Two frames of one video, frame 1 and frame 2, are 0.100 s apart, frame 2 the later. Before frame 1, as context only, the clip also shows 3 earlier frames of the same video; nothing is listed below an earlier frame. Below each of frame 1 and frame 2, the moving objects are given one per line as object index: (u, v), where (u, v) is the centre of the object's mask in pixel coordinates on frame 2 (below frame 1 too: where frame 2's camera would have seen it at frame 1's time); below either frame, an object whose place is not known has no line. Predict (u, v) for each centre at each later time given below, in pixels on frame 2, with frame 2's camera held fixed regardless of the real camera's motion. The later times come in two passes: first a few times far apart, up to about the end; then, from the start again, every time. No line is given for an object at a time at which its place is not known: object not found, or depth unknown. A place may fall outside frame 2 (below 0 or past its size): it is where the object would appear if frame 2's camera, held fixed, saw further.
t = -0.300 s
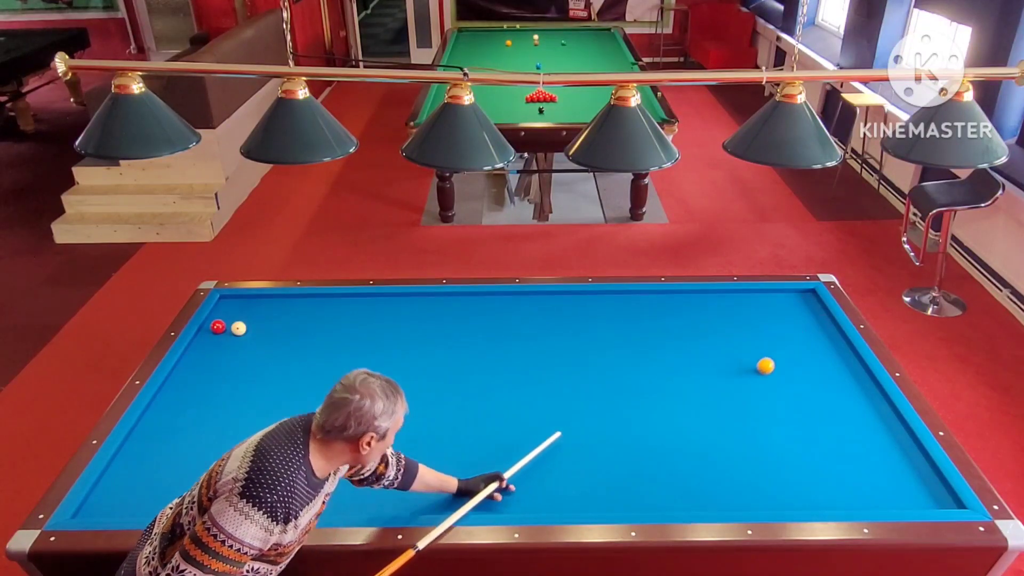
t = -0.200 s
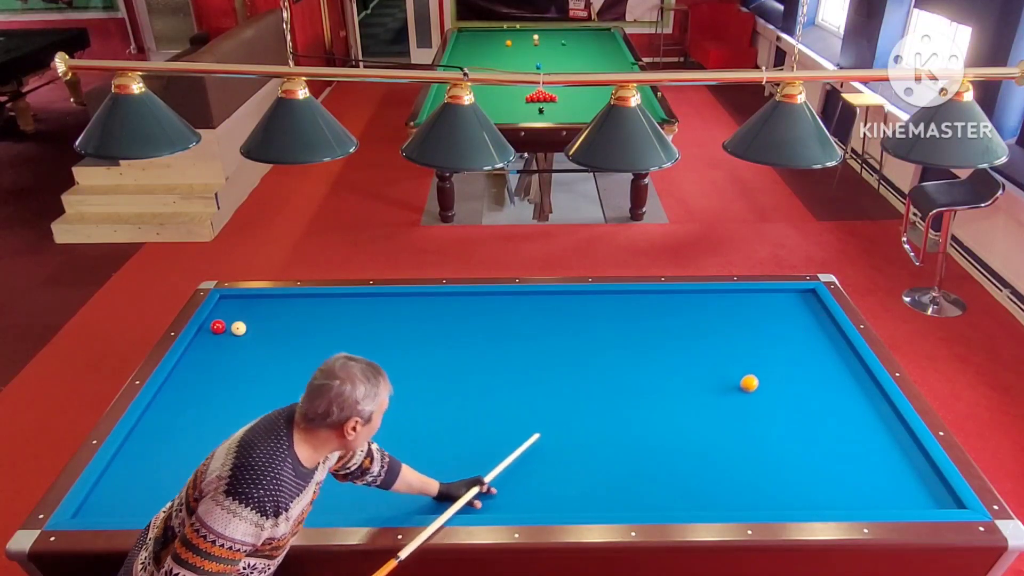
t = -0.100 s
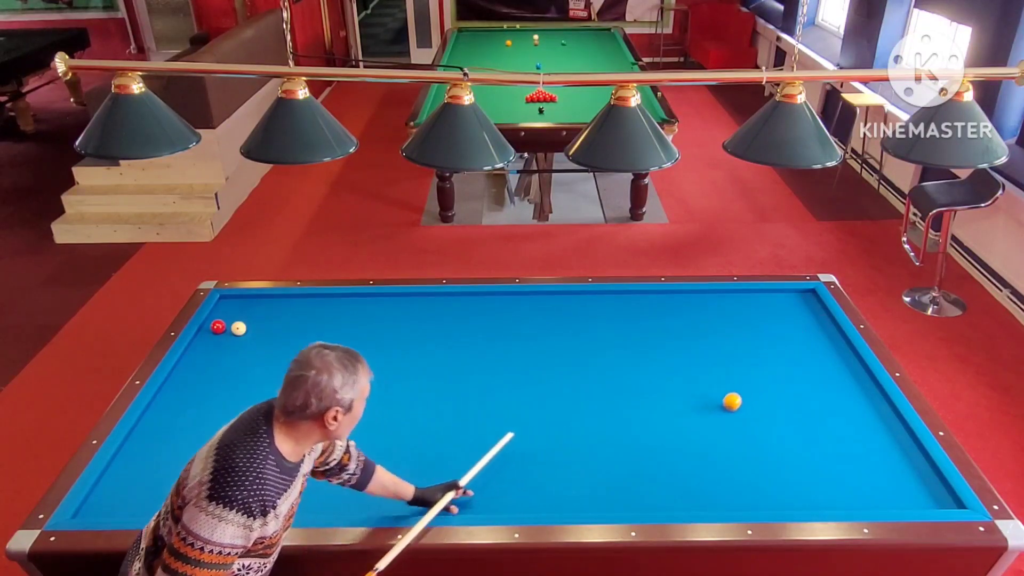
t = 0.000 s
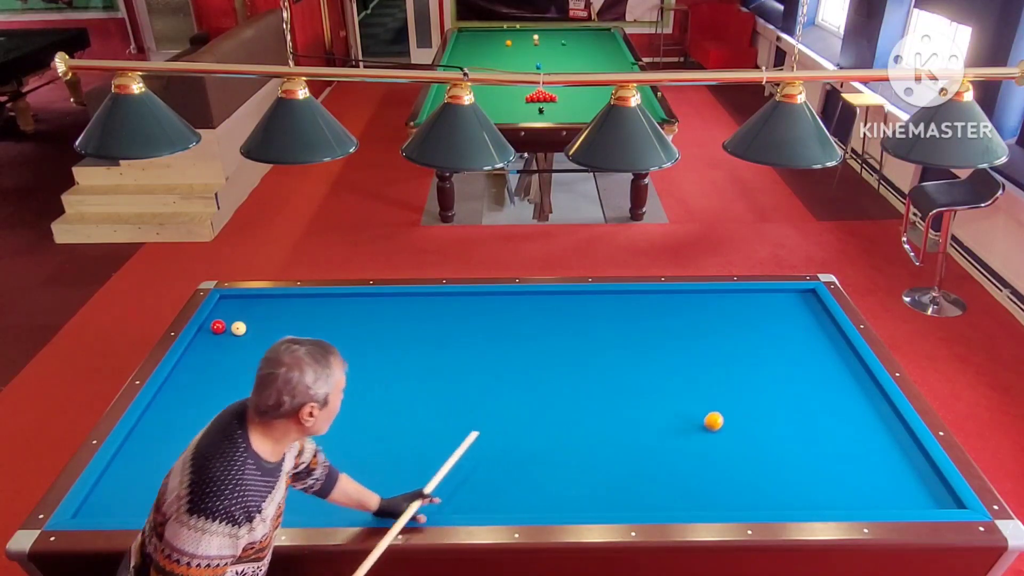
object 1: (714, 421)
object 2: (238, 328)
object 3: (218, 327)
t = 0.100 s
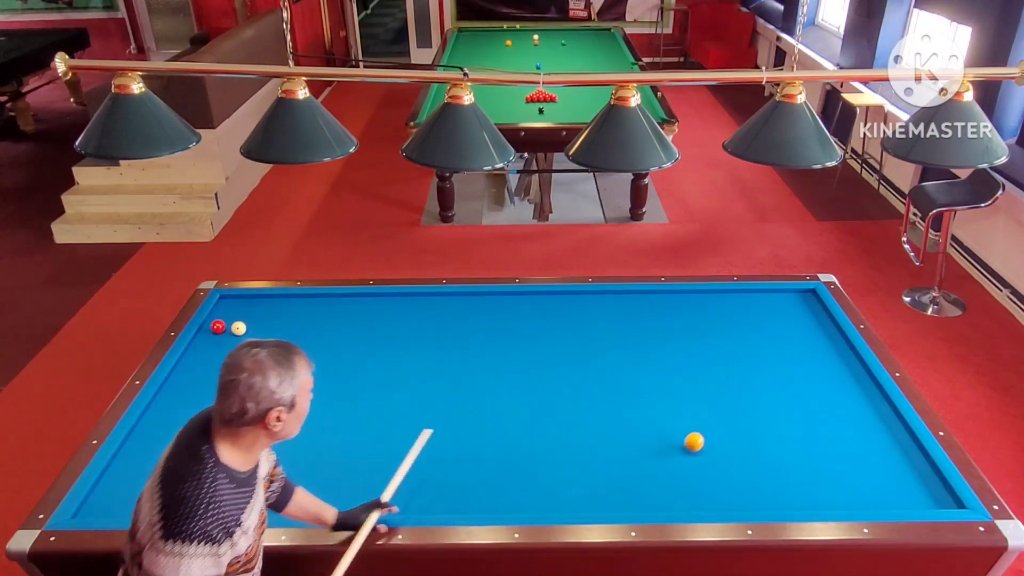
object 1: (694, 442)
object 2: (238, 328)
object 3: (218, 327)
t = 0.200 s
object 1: (673, 464)
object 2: (239, 328)
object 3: (218, 327)
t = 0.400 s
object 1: (624, 503)
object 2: (238, 328)
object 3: (218, 327)
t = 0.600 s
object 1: (560, 472)
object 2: (239, 328)
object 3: (218, 327)
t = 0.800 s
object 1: (503, 448)
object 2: (239, 328)
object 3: (218, 327)
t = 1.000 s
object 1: (450, 427)
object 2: (239, 328)
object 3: (218, 327)
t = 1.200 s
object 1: (402, 407)
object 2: (239, 328)
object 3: (218, 327)
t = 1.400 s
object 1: (358, 388)
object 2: (239, 328)
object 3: (218, 327)
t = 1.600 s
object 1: (317, 371)
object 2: (238, 328)
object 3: (218, 327)
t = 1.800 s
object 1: (279, 355)
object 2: (238, 328)
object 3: (218, 327)
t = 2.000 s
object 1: (244, 340)
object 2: (238, 328)
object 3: (218, 327)
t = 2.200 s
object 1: (207, 334)
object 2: (241, 322)
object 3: (218, 325)
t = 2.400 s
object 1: (224, 329)
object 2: (244, 315)
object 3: (219, 320)
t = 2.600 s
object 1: (247, 324)
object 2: (247, 308)
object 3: (221, 318)
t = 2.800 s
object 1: (269, 319)
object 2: (250, 301)
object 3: (222, 314)
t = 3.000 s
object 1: (290, 314)
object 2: (249, 299)
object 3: (223, 311)
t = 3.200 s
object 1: (311, 310)
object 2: (245, 303)
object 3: (224, 308)
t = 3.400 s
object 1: (330, 305)
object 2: (241, 307)
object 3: (224, 305)
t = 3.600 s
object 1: (349, 301)
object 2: (237, 310)
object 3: (225, 303)
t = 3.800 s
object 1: (367, 297)
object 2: (233, 313)
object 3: (226, 300)
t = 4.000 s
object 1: (381, 297)
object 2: (230, 316)
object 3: (226, 298)
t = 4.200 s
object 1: (394, 299)
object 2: (227, 319)
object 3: (225, 300)
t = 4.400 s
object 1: (406, 301)
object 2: (223, 322)
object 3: (224, 300)
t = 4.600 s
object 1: (418, 303)
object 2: (220, 325)
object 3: (222, 301)
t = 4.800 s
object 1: (430, 305)
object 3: (222, 302)
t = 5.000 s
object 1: (442, 307)
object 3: (222, 302)
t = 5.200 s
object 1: (453, 308)
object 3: (222, 302)
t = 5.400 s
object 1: (464, 310)
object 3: (221, 302)
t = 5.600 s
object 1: (475, 312)
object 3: (222, 302)
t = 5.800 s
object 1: (486, 314)
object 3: (221, 302)
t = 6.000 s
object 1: (496, 315)
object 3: (221, 302)
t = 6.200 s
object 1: (506, 317)
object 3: (222, 302)
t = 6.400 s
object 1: (516, 318)
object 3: (221, 303)
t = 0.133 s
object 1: (687, 449)
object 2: (238, 328)
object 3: (218, 327)
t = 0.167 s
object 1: (680, 457)
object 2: (238, 328)
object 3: (218, 327)
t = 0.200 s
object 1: (673, 464)
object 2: (239, 328)
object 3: (218, 327)
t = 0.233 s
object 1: (665, 472)
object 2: (239, 328)
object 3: (218, 327)
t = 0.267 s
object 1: (658, 480)
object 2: (239, 328)
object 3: (218, 327)
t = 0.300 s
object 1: (650, 489)
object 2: (238, 328)
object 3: (218, 327)
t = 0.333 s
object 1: (642, 497)
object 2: (238, 328)
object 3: (218, 327)
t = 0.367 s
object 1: (634, 504)
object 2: (238, 328)
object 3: (218, 327)
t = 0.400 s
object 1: (624, 503)
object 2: (238, 328)
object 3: (218, 327)
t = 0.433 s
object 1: (612, 497)
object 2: (239, 328)
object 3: (218, 327)
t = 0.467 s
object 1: (601, 491)
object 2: (239, 328)
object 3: (218, 327)
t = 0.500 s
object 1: (590, 486)
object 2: (239, 328)
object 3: (218, 327)
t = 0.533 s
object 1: (580, 481)
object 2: (239, 328)
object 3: (218, 327)
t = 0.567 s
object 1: (570, 476)
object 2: (239, 328)
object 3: (218, 327)
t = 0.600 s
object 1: (560, 472)
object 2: (239, 328)
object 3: (218, 327)
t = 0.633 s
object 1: (550, 468)
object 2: (239, 328)
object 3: (218, 327)
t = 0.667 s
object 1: (540, 464)
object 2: (239, 328)
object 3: (218, 327)
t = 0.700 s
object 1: (530, 460)
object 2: (239, 328)
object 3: (218, 327)
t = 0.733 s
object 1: (521, 456)
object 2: (239, 328)
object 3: (218, 327)
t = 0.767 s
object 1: (511, 452)
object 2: (239, 328)
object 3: (218, 327)
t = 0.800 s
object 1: (503, 448)
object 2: (239, 328)
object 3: (218, 327)
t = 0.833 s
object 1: (493, 445)
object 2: (239, 328)
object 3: (218, 327)
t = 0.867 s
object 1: (484, 441)
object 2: (239, 328)
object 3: (218, 327)
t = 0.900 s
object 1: (475, 437)
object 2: (239, 328)
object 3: (218, 327)
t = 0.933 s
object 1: (467, 434)
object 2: (239, 328)
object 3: (218, 327)
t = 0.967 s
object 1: (458, 430)
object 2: (239, 328)
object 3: (218, 327)
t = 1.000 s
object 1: (450, 427)
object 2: (239, 328)
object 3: (218, 327)
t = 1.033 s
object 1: (442, 423)
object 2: (239, 328)
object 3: (218, 327)
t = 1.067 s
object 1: (433, 420)
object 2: (239, 328)
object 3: (218, 327)
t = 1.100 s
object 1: (425, 416)
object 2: (239, 328)
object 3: (218, 327)
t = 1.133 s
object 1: (417, 413)
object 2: (239, 328)
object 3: (218, 327)
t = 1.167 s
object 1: (409, 410)
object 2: (239, 328)
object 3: (218, 327)
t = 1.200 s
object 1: (402, 407)
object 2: (239, 328)
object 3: (218, 327)
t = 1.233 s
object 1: (394, 403)
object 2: (239, 328)
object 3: (218, 327)
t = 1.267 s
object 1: (386, 400)
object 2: (239, 328)
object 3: (218, 327)
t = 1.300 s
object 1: (379, 397)
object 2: (238, 328)
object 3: (218, 327)
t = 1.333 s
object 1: (372, 394)
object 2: (238, 328)
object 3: (218, 327)
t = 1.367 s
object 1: (365, 391)
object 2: (238, 328)
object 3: (218, 327)
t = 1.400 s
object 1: (358, 388)
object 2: (239, 328)
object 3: (218, 327)
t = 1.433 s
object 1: (350, 385)
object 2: (239, 328)
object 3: (218, 327)
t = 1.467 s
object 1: (343, 382)
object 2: (238, 328)
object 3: (218, 327)
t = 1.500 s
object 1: (336, 379)
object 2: (238, 328)
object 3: (218, 327)
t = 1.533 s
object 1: (330, 376)
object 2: (238, 328)
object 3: (218, 327)
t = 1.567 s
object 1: (323, 374)
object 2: (238, 328)
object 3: (218, 327)
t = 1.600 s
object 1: (317, 371)
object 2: (238, 328)
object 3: (218, 327)
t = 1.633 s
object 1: (310, 368)
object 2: (238, 328)
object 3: (218, 327)
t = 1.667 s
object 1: (303, 365)
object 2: (238, 328)
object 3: (218, 327)
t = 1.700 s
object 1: (297, 363)
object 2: (238, 328)
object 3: (218, 327)
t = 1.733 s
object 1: (291, 360)
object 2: (238, 328)
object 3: (218, 327)
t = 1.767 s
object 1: (285, 357)
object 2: (238, 328)
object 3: (218, 327)
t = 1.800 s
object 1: (279, 355)
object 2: (238, 328)
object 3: (218, 327)
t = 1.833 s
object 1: (272, 352)
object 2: (238, 328)
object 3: (218, 327)
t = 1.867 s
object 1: (266, 350)
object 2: (238, 328)
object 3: (218, 327)
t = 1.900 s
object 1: (261, 347)
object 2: (238, 328)
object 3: (218, 327)
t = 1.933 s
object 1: (255, 345)
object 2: (238, 328)
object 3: (218, 327)
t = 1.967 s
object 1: (249, 343)
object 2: (238, 328)
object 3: (218, 327)
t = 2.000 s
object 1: (244, 340)
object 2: (238, 328)
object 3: (218, 327)
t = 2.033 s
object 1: (238, 338)
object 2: (238, 327)
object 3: (218, 327)
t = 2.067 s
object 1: (232, 336)
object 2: (239, 327)
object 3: (218, 327)
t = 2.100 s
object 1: (226, 335)
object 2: (239, 326)
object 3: (217, 326)
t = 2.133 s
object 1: (220, 335)
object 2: (240, 325)
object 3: (217, 325)
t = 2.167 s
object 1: (213, 334)
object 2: (240, 324)
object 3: (219, 325)
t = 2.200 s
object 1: (207, 334)
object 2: (241, 322)
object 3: (218, 325)
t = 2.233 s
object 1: (201, 334)
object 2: (242, 321)
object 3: (218, 325)
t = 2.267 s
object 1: (205, 333)
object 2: (242, 320)
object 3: (219, 324)
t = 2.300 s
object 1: (210, 332)
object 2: (243, 318)
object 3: (219, 323)
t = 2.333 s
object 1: (216, 331)
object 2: (243, 317)
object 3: (220, 321)
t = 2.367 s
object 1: (220, 330)
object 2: (244, 316)
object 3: (219, 320)
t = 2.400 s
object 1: (224, 329)
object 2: (244, 315)
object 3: (219, 320)
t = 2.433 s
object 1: (228, 328)
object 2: (245, 314)
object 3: (219, 320)
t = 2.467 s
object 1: (232, 327)
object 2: (245, 312)
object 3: (220, 320)
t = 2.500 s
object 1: (236, 327)
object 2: (246, 311)
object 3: (220, 320)
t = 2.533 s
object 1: (239, 326)
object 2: (246, 310)
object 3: (220, 319)
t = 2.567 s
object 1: (243, 325)
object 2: (247, 309)
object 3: (221, 319)
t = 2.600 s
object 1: (247, 324)
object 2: (247, 308)
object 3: (221, 318)
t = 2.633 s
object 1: (251, 323)
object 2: (248, 306)
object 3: (221, 318)
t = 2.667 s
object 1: (254, 322)
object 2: (248, 305)
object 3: (221, 317)
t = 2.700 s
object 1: (258, 321)
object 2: (248, 304)
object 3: (221, 316)
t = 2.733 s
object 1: (262, 321)
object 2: (249, 303)
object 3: (221, 316)
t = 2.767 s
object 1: (265, 320)
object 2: (249, 302)
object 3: (222, 315)
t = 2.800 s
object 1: (269, 319)
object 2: (250, 301)
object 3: (222, 314)
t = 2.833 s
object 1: (273, 318)
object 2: (250, 300)
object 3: (222, 314)
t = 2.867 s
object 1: (276, 317)
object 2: (251, 299)
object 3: (222, 313)
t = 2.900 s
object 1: (280, 317)
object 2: (251, 298)
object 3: (222, 313)
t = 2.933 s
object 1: (283, 316)
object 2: (251, 298)
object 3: (222, 312)
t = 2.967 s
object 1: (287, 315)
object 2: (250, 299)
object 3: (222, 312)
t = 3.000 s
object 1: (290, 314)
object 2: (249, 299)
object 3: (223, 311)
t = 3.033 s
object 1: (294, 314)
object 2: (248, 300)
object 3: (223, 311)
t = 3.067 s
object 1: (297, 313)
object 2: (248, 301)
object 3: (223, 310)
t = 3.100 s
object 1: (301, 312)
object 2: (247, 301)
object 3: (223, 310)
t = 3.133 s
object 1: (304, 311)
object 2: (246, 302)
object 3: (223, 309)
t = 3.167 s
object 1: (307, 310)
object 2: (246, 302)
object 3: (224, 309)
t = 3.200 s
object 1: (311, 310)
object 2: (245, 303)
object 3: (224, 308)
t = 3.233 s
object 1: (314, 309)
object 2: (244, 304)
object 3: (224, 308)
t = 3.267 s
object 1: (317, 308)
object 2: (244, 304)
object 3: (224, 307)
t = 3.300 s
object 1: (321, 308)
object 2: (243, 305)
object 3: (224, 307)
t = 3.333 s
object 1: (323, 307)
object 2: (242, 305)
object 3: (224, 306)
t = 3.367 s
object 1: (327, 306)
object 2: (242, 306)
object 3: (224, 306)
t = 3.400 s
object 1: (330, 305)
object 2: (241, 307)
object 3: (224, 305)
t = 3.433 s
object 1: (333, 305)
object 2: (240, 307)
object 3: (224, 305)
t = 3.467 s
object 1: (336, 304)
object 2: (240, 308)
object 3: (225, 305)
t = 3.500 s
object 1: (340, 303)
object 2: (239, 308)
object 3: (225, 304)
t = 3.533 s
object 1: (343, 303)
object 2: (239, 309)
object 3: (225, 304)
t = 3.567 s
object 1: (346, 302)
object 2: (238, 309)
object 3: (225, 303)
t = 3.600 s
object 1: (349, 301)
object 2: (237, 310)
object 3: (225, 303)
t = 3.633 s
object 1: (352, 301)
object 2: (237, 311)
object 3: (225, 302)
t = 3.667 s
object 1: (355, 300)
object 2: (236, 311)
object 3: (225, 302)
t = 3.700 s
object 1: (358, 299)
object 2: (235, 312)
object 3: (226, 301)
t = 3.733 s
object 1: (361, 299)
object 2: (235, 312)
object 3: (226, 301)
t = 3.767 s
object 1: (364, 298)
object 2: (234, 313)
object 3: (226, 301)
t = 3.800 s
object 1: (367, 297)
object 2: (233, 313)
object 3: (226, 300)
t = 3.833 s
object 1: (370, 297)
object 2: (233, 314)
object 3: (226, 300)
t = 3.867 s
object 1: (373, 296)
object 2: (232, 314)
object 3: (226, 300)
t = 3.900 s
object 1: (375, 296)
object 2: (232, 315)
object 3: (226, 299)
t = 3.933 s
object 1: (377, 297)
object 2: (231, 315)
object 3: (226, 299)
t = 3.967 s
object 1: (379, 297)
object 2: (230, 316)
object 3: (226, 299)
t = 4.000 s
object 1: (381, 297)
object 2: (230, 316)
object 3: (226, 298)
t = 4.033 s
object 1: (383, 298)
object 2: (229, 317)
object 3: (226, 298)
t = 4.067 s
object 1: (385, 298)
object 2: (229, 317)
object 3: (226, 299)
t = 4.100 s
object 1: (387, 298)
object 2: (228, 318)
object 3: (226, 299)
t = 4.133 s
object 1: (389, 299)
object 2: (228, 318)
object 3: (225, 299)
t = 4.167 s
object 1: (392, 299)
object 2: (227, 319)
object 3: (225, 299)
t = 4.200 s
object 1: (394, 299)
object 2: (227, 319)
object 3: (225, 300)
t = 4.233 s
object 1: (396, 300)
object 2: (226, 320)
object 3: (225, 300)
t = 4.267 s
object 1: (398, 300)
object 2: (226, 320)
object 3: (224, 300)
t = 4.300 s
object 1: (400, 300)
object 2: (225, 321)
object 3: (224, 300)
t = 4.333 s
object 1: (402, 301)
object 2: (224, 321)
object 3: (224, 300)
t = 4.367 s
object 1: (404, 301)
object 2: (224, 322)
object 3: (224, 300)
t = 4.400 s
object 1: (406, 301)
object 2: (223, 322)
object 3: (224, 300)
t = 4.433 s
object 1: (408, 301)
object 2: (223, 322)
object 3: (224, 301)
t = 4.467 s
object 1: (410, 302)
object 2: (222, 323)
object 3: (223, 301)
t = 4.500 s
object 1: (412, 302)
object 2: (222, 323)
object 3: (223, 301)
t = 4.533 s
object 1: (414, 302)
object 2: (221, 324)
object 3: (223, 301)
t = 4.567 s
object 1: (416, 303)
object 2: (221, 324)
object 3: (223, 301)
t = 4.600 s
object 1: (418, 303)
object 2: (220, 325)
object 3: (222, 301)
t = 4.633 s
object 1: (420, 303)
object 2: (220, 325)
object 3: (222, 301)
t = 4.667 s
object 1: (422, 304)
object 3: (222, 301)
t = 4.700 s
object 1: (424, 304)
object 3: (222, 302)
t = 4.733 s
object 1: (426, 304)
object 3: (222, 302)
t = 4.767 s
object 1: (428, 305)
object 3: (222, 302)
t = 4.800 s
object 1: (430, 305)
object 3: (222, 302)
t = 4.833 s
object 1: (432, 305)
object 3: (222, 302)
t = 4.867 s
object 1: (434, 305)
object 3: (222, 302)
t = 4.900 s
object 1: (436, 306)
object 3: (222, 302)
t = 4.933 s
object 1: (438, 306)
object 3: (222, 302)
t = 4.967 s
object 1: (440, 306)
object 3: (222, 302)
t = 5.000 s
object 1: (442, 307)
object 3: (222, 302)
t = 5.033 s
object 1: (444, 307)
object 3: (222, 302)
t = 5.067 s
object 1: (446, 307)
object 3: (222, 302)
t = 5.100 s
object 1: (448, 307)
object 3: (222, 302)
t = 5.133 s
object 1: (449, 308)
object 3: (222, 302)
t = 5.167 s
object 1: (451, 308)
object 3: (222, 302)
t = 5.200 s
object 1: (453, 308)
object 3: (222, 302)
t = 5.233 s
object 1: (455, 309)
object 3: (222, 302)
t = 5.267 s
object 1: (457, 309)
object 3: (222, 302)
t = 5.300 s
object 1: (459, 309)
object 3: (222, 302)
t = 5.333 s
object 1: (461, 310)
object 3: (221, 302)
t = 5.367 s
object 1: (462, 310)
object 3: (221, 302)
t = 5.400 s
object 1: (464, 310)
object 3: (221, 302)
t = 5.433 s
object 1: (466, 310)
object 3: (221, 302)
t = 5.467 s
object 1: (468, 311)
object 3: (221, 302)
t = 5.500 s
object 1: (470, 311)
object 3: (221, 302)
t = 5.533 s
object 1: (472, 311)
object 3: (221, 302)
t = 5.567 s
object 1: (473, 312)
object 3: (221, 302)
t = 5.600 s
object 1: (475, 312)
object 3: (222, 302)
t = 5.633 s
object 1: (477, 312)
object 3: (221, 302)
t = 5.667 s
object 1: (479, 312)
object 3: (222, 302)
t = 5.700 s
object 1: (481, 313)
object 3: (221, 302)
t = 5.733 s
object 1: (482, 313)
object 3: (221, 302)
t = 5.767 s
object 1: (484, 313)
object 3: (221, 302)
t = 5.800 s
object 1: (486, 314)
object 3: (221, 302)
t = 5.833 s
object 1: (487, 314)
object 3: (221, 302)
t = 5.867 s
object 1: (489, 314)
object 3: (222, 302)
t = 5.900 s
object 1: (491, 314)
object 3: (222, 302)
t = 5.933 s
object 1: (493, 315)
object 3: (222, 302)
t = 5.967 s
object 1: (494, 315)
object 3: (222, 302)
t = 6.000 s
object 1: (496, 315)
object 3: (221, 302)
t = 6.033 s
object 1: (498, 316)
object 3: (221, 302)
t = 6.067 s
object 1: (499, 316)
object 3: (222, 302)
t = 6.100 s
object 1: (501, 316)
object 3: (222, 302)
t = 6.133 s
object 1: (503, 316)
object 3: (222, 302)
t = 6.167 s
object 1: (504, 317)
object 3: (222, 302)
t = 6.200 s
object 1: (506, 317)
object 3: (222, 302)
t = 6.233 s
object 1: (508, 317)
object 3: (222, 302)
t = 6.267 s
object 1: (509, 317)
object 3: (221, 302)
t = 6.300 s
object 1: (511, 318)
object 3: (222, 302)
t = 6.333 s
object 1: (512, 318)
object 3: (221, 303)
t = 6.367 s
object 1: (514, 318)
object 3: (222, 302)
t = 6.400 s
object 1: (516, 318)
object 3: (221, 303)
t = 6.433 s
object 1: (517, 319)
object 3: (222, 302)
